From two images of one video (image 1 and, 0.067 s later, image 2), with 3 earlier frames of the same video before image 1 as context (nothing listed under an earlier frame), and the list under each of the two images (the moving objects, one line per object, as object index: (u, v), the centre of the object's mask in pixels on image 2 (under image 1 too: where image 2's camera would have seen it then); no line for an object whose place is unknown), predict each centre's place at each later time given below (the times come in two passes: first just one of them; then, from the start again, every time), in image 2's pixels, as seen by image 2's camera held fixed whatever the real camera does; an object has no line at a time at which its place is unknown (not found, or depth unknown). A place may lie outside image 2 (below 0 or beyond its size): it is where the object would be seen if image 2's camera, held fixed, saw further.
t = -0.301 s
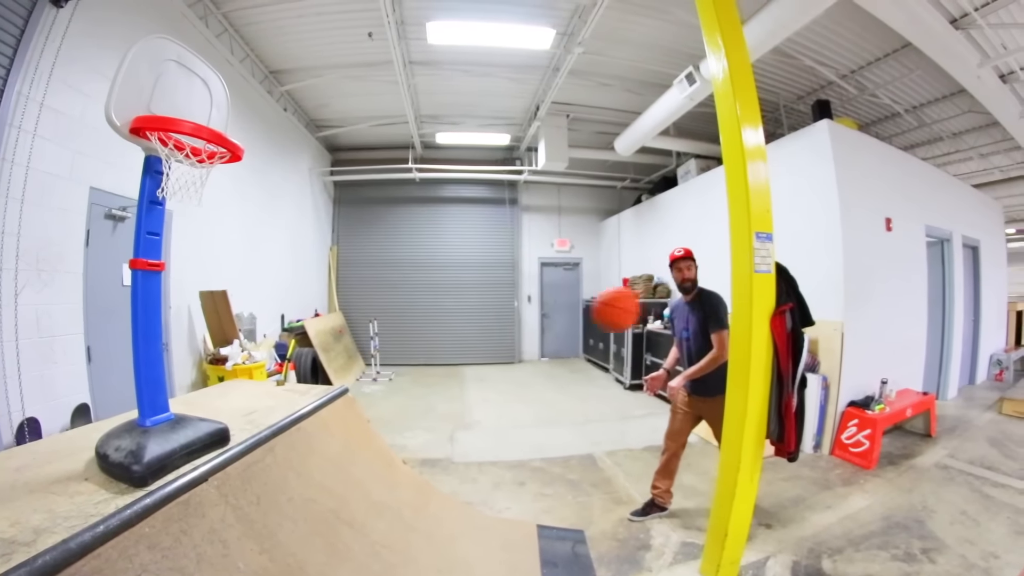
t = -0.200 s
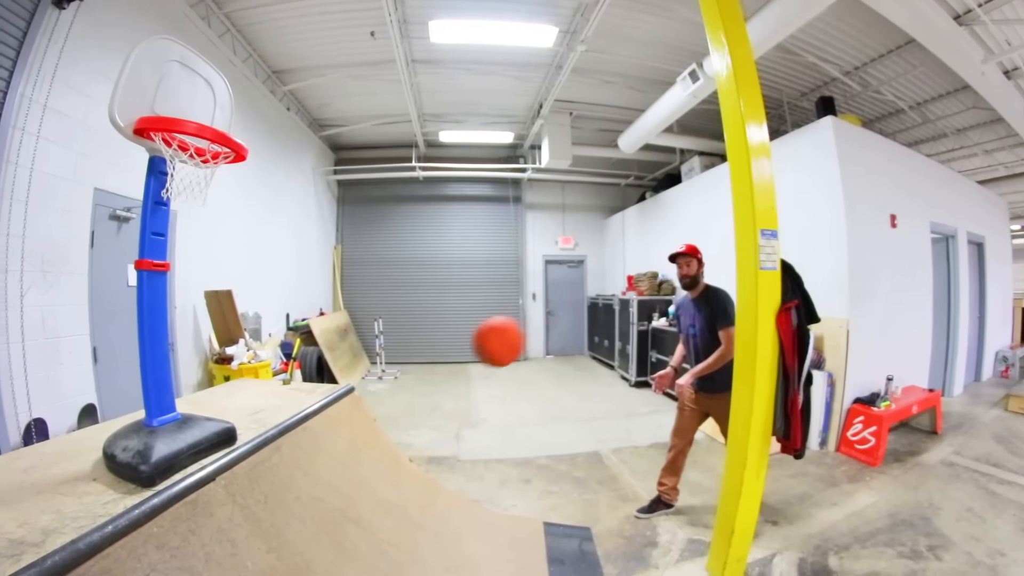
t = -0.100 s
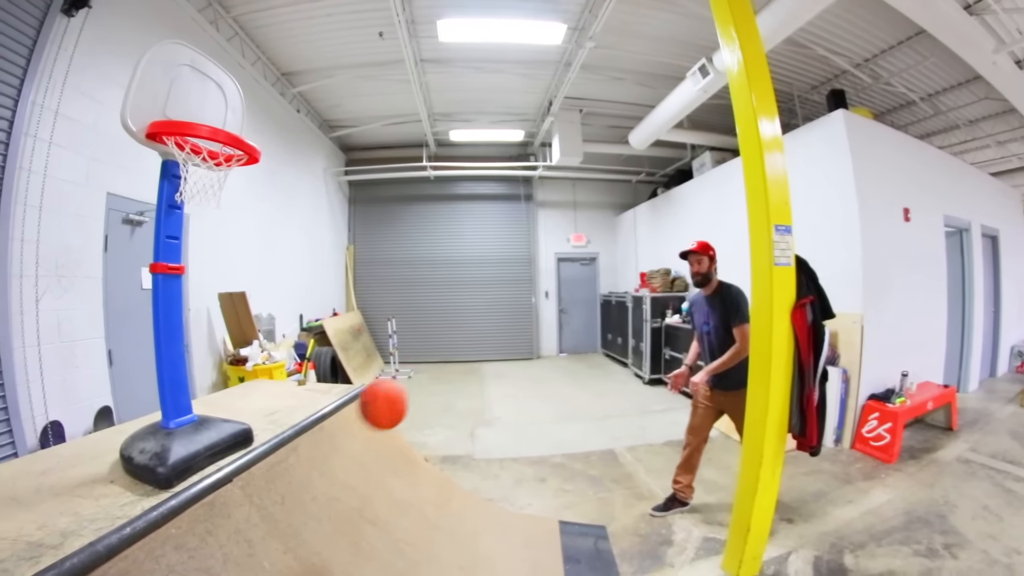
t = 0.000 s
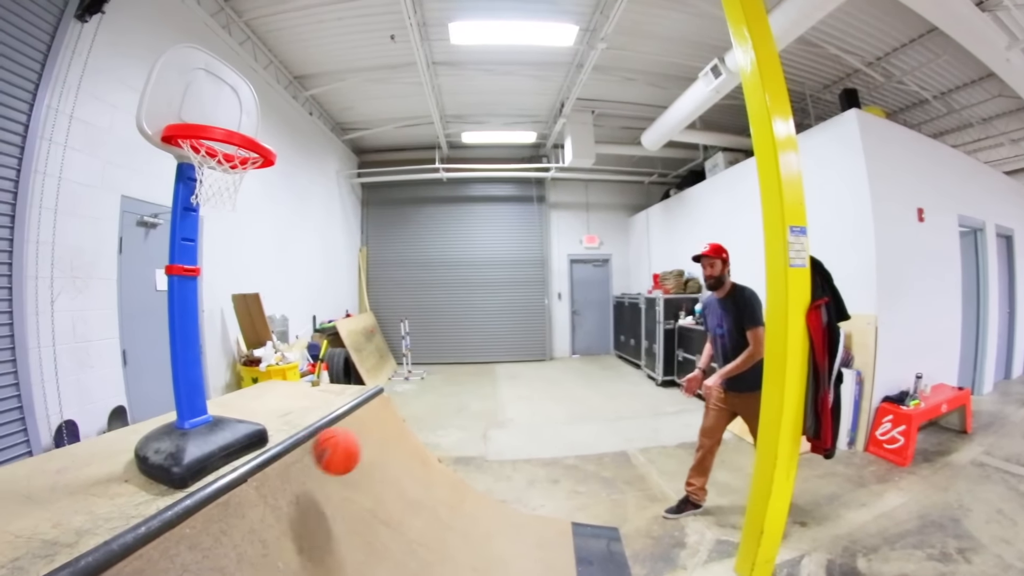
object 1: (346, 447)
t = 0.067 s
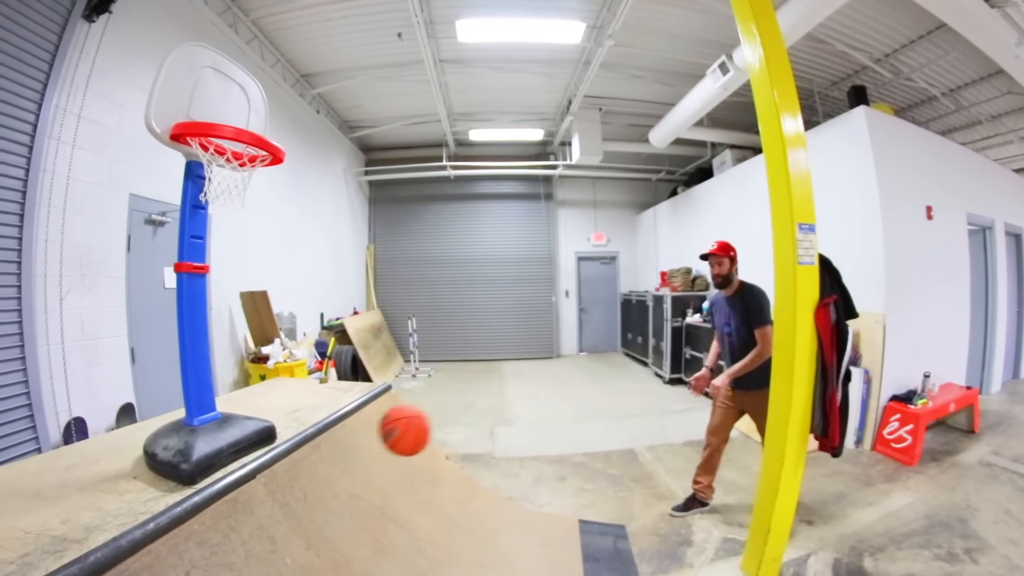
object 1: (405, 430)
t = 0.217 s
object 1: (579, 415)
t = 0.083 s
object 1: (422, 427)
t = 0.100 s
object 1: (440, 423)
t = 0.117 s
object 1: (459, 420)
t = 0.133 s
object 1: (478, 418)
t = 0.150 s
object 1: (498, 416)
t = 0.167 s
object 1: (518, 415)
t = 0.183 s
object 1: (538, 414)
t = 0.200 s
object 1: (559, 414)
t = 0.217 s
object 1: (579, 415)
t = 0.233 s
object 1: (600, 416)
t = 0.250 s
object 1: (620, 418)
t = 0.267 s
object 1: (640, 420)
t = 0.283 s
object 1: (660, 423)
